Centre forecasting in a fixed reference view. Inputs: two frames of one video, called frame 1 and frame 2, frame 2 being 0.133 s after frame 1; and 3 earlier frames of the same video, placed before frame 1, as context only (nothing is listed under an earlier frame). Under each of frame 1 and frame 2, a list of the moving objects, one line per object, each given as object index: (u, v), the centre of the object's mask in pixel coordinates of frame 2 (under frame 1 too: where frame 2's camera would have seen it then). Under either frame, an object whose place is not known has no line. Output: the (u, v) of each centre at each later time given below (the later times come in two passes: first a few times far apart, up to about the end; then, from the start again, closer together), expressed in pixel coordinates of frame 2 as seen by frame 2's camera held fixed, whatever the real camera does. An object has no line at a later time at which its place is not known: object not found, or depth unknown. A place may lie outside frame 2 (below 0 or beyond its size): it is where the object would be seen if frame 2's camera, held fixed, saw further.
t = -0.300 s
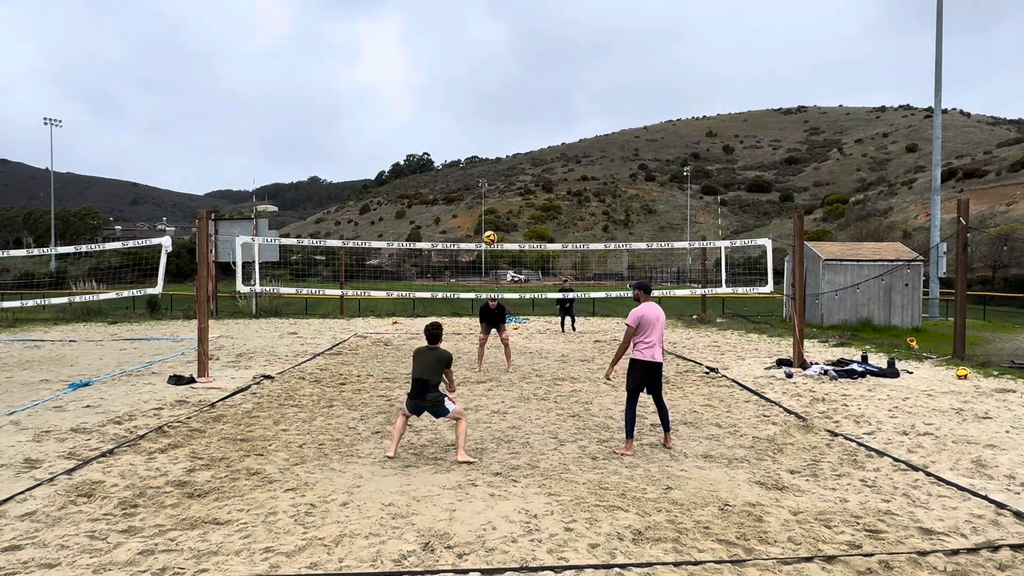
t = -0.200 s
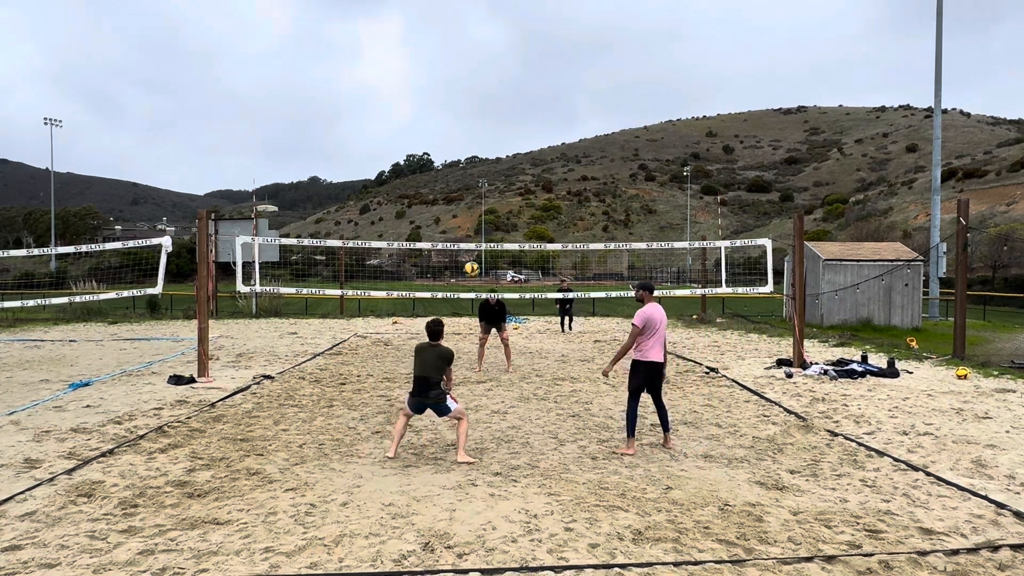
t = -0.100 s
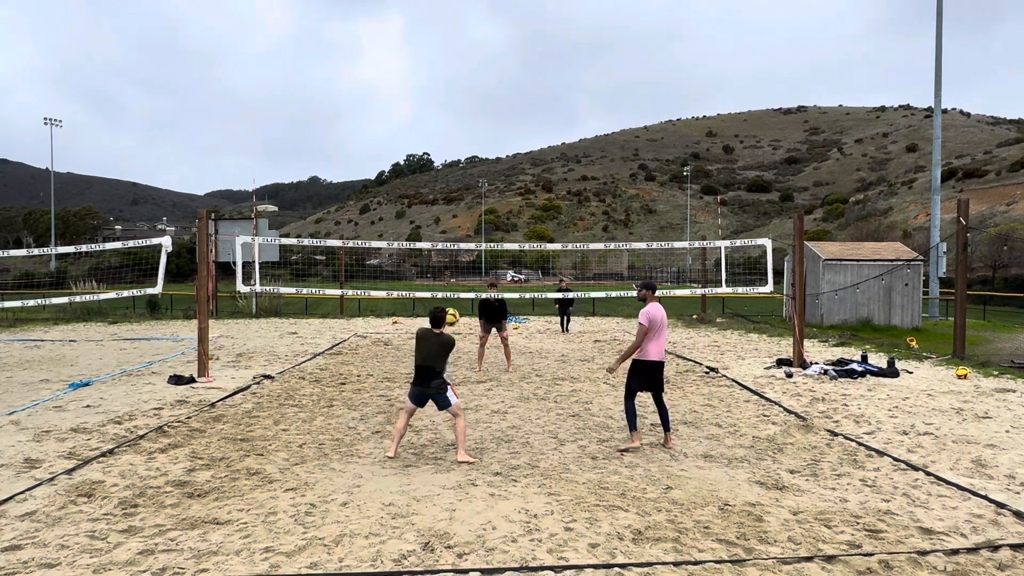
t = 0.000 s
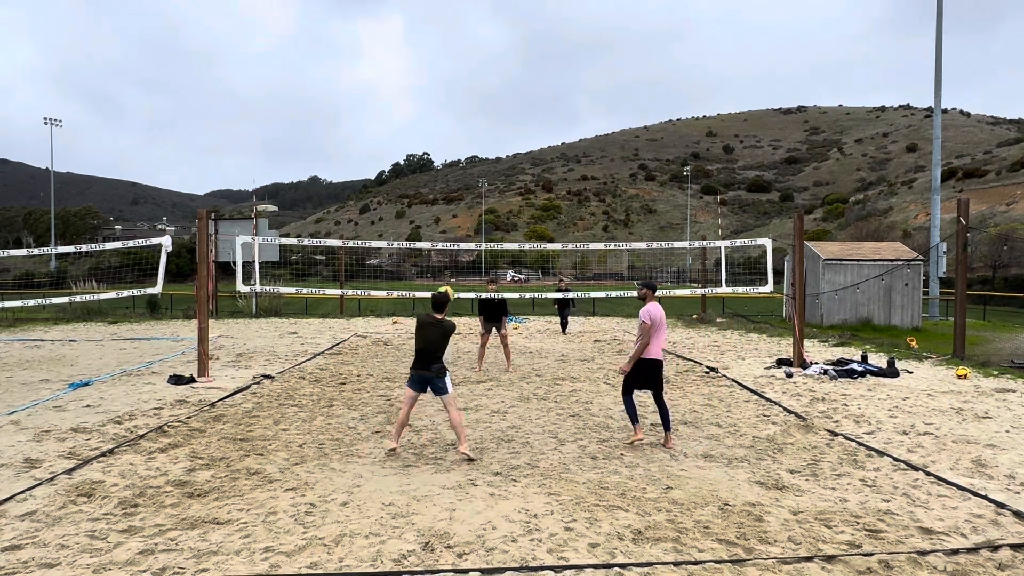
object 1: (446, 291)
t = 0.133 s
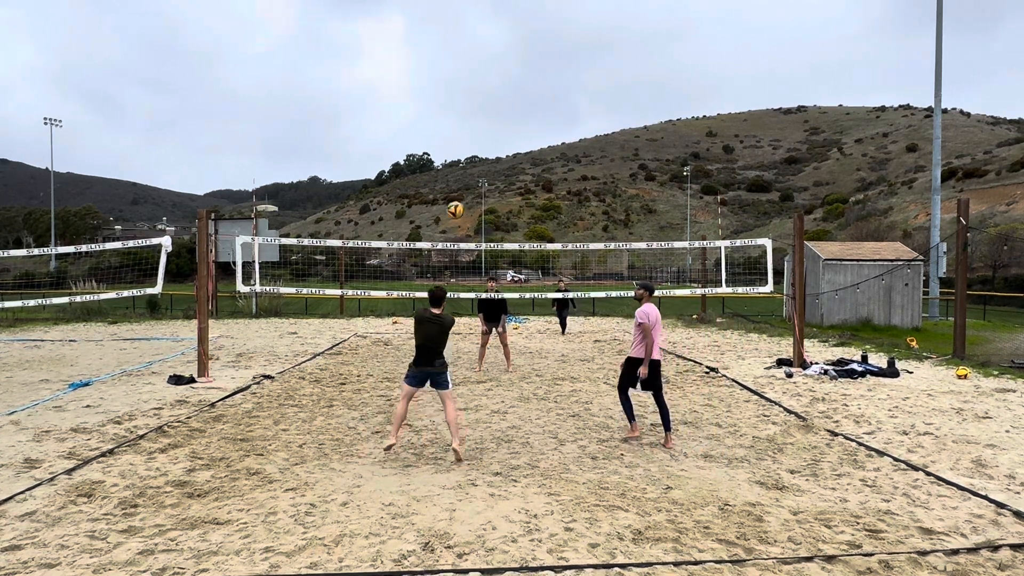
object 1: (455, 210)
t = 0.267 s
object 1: (465, 147)
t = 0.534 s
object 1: (481, 72)
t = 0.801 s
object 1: (495, 56)
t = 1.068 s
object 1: (508, 86)
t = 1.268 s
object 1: (516, 133)
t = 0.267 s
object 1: (465, 147)
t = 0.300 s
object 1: (467, 134)
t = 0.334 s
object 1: (469, 123)
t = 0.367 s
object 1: (471, 112)
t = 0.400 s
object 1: (473, 102)
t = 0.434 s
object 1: (475, 93)
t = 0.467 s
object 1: (477, 85)
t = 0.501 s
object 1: (479, 78)
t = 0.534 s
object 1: (481, 72)
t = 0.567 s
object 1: (483, 67)
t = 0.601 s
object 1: (485, 63)
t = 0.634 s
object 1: (487, 60)
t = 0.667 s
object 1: (489, 58)
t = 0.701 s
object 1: (490, 56)
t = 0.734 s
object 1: (492, 55)
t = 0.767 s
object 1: (494, 55)
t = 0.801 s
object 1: (495, 56)
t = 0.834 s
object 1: (497, 57)
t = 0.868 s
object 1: (499, 59)
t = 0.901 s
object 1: (500, 62)
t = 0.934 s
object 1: (502, 65)
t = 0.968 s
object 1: (504, 69)
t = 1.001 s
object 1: (505, 74)
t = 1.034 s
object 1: (507, 80)
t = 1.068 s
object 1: (508, 86)
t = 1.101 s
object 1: (510, 92)
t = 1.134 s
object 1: (511, 100)
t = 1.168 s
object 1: (512, 107)
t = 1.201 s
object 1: (514, 115)
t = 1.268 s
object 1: (516, 133)
